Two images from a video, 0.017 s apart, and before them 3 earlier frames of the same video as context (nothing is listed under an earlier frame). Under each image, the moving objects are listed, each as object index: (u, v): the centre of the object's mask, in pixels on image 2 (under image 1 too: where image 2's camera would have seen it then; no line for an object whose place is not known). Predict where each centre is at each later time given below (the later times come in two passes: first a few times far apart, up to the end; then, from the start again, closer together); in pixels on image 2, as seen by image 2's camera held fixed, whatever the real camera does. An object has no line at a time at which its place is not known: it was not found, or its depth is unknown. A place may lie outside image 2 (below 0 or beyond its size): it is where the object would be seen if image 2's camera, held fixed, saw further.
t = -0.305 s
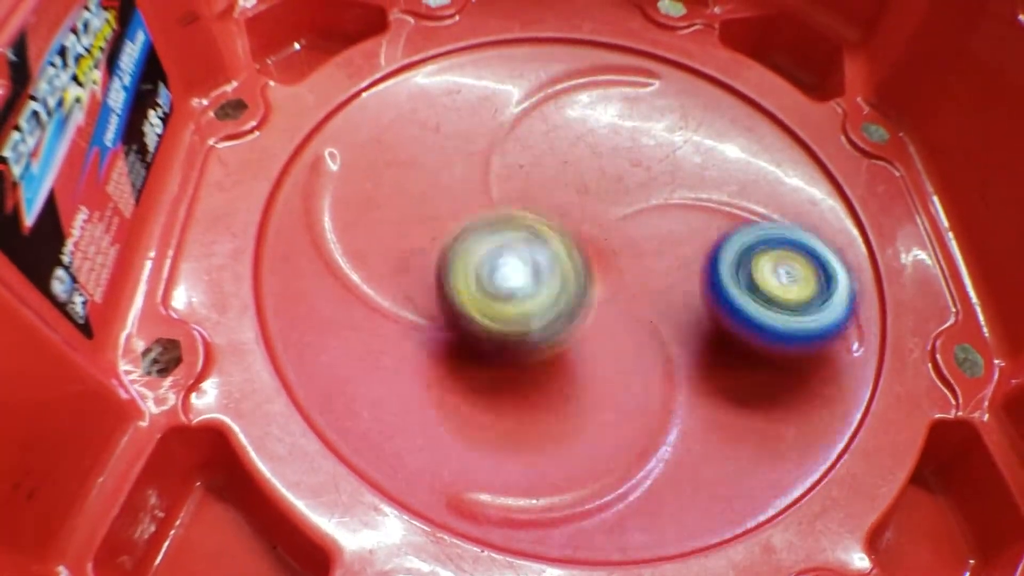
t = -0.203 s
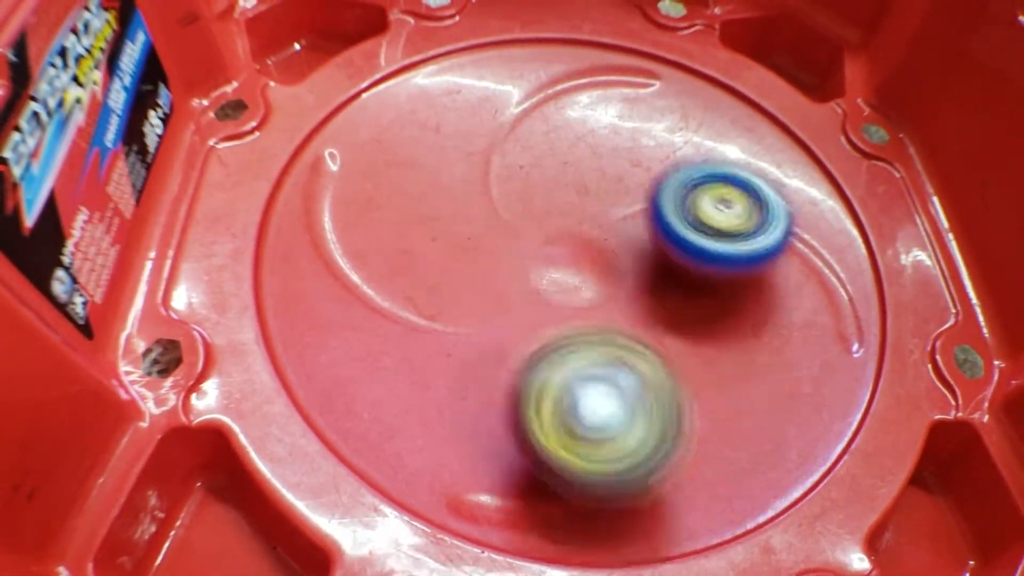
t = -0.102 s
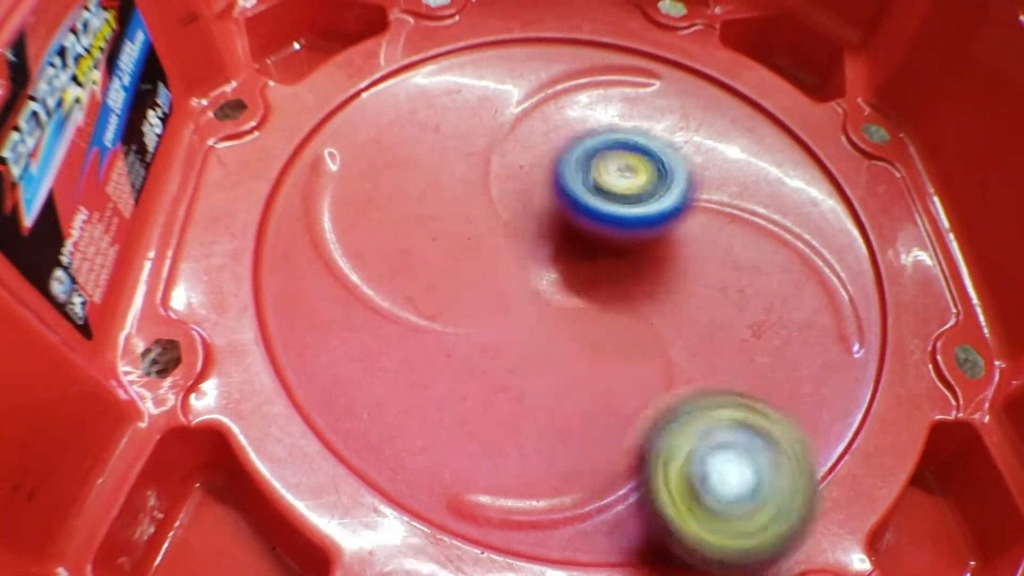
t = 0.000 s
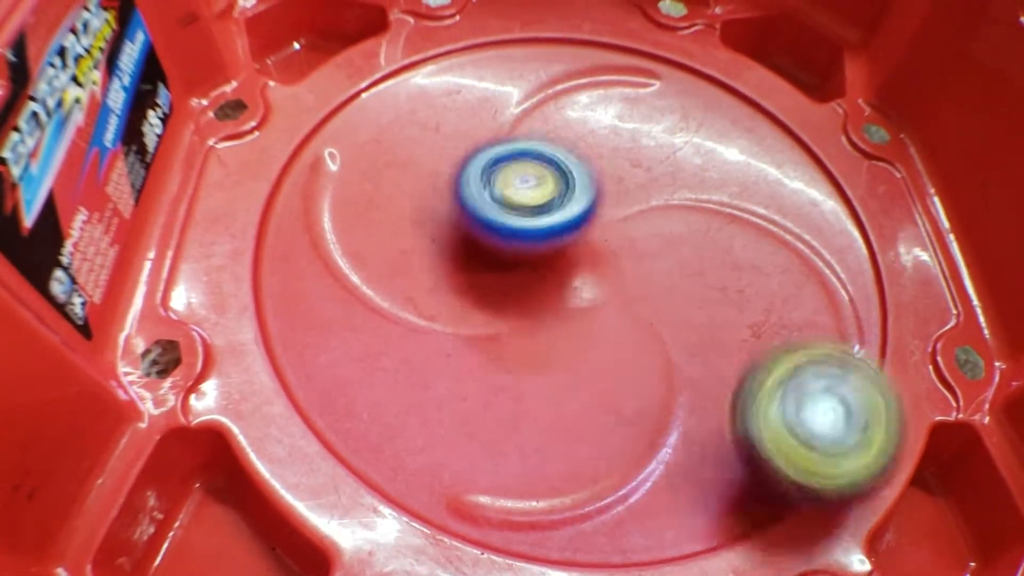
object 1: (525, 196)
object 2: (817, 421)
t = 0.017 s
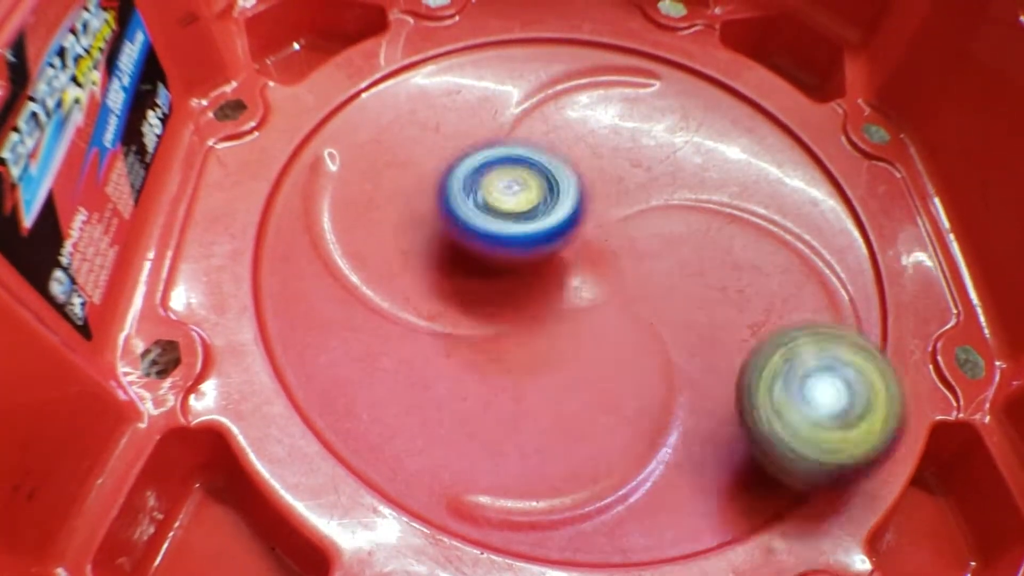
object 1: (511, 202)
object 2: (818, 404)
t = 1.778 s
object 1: (544, 114)
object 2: (817, 453)
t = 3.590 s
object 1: (629, 294)
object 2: (457, 410)
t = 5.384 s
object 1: (652, 345)
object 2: (457, 106)
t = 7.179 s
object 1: (591, 202)
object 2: (724, 394)
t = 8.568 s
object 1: (632, 254)
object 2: (454, 188)
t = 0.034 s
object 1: (497, 209)
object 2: (820, 388)
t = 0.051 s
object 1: (485, 216)
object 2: (823, 361)
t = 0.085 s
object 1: (465, 235)
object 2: (819, 320)
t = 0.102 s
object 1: (458, 246)
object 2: (814, 302)
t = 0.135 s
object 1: (447, 269)
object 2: (810, 259)
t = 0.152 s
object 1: (445, 281)
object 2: (805, 241)
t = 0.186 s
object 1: (441, 306)
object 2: (792, 208)
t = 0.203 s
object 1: (444, 318)
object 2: (783, 192)
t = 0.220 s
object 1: (449, 331)
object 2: (771, 175)
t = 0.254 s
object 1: (467, 356)
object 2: (743, 154)
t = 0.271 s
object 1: (479, 366)
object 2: (727, 142)
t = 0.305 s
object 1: (507, 385)
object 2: (684, 124)
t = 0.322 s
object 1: (523, 392)
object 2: (660, 119)
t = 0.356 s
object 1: (558, 400)
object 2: (613, 111)
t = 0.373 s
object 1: (575, 400)
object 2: (586, 109)
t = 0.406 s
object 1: (605, 392)
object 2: (535, 115)
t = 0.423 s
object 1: (619, 386)
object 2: (509, 118)
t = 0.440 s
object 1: (630, 378)
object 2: (483, 122)
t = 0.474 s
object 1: (651, 357)
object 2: (434, 138)
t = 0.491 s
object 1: (657, 346)
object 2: (412, 151)
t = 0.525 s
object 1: (666, 319)
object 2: (374, 168)
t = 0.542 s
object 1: (668, 304)
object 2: (354, 186)
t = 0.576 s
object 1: (665, 278)
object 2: (326, 217)
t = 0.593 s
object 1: (660, 265)
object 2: (317, 232)
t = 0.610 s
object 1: (653, 251)
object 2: (307, 250)
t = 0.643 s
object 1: (637, 229)
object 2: (298, 296)
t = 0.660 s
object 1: (629, 218)
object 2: (298, 309)
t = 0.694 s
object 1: (609, 200)
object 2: (308, 356)
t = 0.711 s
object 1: (598, 193)
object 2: (322, 368)
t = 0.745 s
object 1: (576, 178)
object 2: (361, 416)
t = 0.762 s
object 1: (563, 173)
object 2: (388, 438)
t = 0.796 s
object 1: (535, 164)
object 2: (447, 468)
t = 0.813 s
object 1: (522, 161)
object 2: (491, 485)
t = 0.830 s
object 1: (507, 158)
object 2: (529, 493)
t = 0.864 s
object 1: (483, 157)
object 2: (624, 499)
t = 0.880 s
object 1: (473, 158)
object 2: (665, 497)
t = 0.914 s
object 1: (452, 164)
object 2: (758, 477)
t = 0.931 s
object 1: (441, 169)
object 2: (794, 453)
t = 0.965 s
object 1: (424, 181)
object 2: (853, 402)
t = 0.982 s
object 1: (417, 188)
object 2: (871, 365)
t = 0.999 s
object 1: (412, 196)
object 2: (881, 335)
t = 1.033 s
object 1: (404, 215)
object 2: (888, 266)
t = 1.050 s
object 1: (405, 225)
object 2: (884, 241)
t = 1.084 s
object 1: (411, 245)
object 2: (866, 178)
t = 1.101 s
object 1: (417, 255)
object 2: (850, 154)
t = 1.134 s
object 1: (434, 273)
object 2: (812, 106)
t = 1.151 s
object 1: (446, 282)
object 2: (786, 86)
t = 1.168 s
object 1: (459, 289)
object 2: (764, 69)
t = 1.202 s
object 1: (484, 300)
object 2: (707, 42)
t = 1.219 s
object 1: (499, 302)
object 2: (684, 32)
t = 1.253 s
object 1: (531, 301)
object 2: (623, 27)
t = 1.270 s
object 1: (548, 299)
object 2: (596, 21)
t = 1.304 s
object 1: (576, 290)
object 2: (532, 23)
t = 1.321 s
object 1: (589, 285)
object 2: (505, 21)
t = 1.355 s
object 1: (609, 270)
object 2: (448, 32)
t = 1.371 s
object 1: (617, 263)
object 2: (428, 40)
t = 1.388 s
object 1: (622, 256)
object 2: (405, 49)
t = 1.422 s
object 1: (633, 247)
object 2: (363, 88)
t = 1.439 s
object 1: (639, 241)
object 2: (339, 108)
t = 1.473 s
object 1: (646, 225)
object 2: (298, 149)
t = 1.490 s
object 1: (648, 215)
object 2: (283, 172)
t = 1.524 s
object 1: (647, 197)
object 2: (278, 237)
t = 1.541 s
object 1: (647, 187)
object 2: (286, 272)
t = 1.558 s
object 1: (646, 177)
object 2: (302, 316)
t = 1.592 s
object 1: (640, 159)
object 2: (344, 376)
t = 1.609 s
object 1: (633, 150)
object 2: (383, 412)
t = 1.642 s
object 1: (620, 135)
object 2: (456, 460)
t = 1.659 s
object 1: (612, 129)
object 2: (501, 476)
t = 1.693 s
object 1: (594, 120)
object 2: (606, 495)
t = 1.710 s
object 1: (584, 116)
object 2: (650, 497)
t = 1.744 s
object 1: (565, 112)
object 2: (743, 486)
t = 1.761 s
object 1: (555, 113)
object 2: (779, 472)
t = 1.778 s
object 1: (544, 114)
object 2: (817, 453)
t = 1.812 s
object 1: (526, 120)
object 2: (862, 410)
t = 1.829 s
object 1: (518, 124)
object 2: (876, 366)
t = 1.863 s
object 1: (505, 136)
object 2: (886, 315)
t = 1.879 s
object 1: (499, 142)
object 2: (886, 284)
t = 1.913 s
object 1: (490, 154)
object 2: (879, 220)
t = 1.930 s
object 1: (490, 164)
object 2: (871, 192)
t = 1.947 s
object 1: (490, 174)
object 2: (860, 169)
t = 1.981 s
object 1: (494, 194)
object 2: (818, 122)
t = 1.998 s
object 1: (500, 203)
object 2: (795, 101)
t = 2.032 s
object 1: (513, 222)
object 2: (737, 71)
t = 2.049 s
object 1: (521, 230)
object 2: (712, 57)
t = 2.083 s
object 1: (541, 244)
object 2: (668, 37)
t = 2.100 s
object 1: (548, 248)
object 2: (640, 33)
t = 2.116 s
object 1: (553, 250)
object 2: (611, 28)
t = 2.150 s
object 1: (558, 249)
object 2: (560, 24)
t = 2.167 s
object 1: (558, 248)
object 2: (534, 27)
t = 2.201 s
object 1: (557, 244)
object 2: (472, 35)
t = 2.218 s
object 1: (557, 243)
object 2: (447, 39)
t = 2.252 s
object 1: (557, 239)
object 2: (399, 61)
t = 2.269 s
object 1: (558, 236)
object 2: (378, 76)
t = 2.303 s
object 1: (563, 234)
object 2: (342, 109)
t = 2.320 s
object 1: (565, 234)
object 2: (332, 123)
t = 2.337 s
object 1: (569, 235)
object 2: (319, 150)
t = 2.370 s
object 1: (573, 241)
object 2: (311, 199)
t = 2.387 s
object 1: (572, 246)
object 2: (313, 226)
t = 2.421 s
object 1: (562, 255)
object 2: (333, 288)
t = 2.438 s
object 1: (556, 260)
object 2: (343, 313)
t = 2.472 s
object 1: (549, 269)
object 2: (384, 366)
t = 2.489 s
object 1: (550, 276)
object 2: (418, 395)
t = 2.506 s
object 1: (555, 283)
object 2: (452, 411)
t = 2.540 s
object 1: (568, 296)
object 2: (535, 452)
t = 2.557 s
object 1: (576, 303)
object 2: (573, 469)
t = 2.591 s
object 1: (596, 316)
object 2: (651, 475)
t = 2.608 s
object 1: (608, 322)
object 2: (699, 478)
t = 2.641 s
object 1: (631, 330)
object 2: (765, 463)
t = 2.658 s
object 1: (644, 332)
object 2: (788, 447)
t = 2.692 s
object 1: (666, 333)
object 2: (844, 412)
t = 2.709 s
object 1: (678, 332)
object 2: (860, 394)
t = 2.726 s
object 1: (688, 331)
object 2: (875, 367)
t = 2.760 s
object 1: (700, 320)
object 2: (888, 313)
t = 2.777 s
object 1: (705, 313)
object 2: (881, 288)
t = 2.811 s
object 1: (715, 300)
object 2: (869, 224)
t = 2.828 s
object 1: (718, 292)
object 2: (860, 200)
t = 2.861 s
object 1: (719, 277)
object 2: (833, 153)
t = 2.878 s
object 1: (717, 268)
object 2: (815, 132)
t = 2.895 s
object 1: (713, 261)
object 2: (796, 113)
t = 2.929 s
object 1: (701, 245)
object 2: (758, 84)
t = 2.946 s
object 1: (694, 238)
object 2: (738, 77)
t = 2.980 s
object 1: (677, 226)
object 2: (697, 59)
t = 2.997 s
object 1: (668, 221)
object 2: (676, 50)
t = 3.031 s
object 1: (648, 213)
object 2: (636, 46)
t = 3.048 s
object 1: (638, 210)
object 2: (617, 45)
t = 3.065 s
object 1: (628, 209)
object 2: (599, 42)
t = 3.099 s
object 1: (610, 209)
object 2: (564, 43)
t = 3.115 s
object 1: (605, 211)
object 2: (545, 46)
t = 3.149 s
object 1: (604, 222)
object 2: (504, 54)
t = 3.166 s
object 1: (603, 230)
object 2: (488, 62)
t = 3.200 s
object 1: (597, 243)
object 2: (456, 80)
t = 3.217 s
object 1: (590, 250)
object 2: (440, 88)
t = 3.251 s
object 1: (568, 259)
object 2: (415, 112)
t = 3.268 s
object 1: (556, 262)
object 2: (402, 129)
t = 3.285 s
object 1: (546, 262)
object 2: (393, 139)
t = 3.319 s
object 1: (535, 268)
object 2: (374, 171)
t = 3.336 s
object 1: (532, 272)
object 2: (367, 186)
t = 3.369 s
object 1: (530, 282)
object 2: (362, 219)
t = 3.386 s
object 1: (530, 287)
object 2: (363, 235)
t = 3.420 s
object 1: (535, 295)
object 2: (368, 271)
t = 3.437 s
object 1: (544, 301)
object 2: (371, 288)
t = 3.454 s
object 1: (556, 304)
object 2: (373, 303)
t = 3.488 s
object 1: (576, 309)
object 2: (381, 334)
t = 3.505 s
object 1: (586, 309)
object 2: (389, 347)
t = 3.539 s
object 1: (605, 306)
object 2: (410, 376)
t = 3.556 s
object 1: (614, 303)
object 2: (423, 391)
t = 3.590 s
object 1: (629, 294)
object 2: (457, 410)
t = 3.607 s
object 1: (635, 288)
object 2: (481, 419)
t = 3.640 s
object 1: (642, 277)
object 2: (527, 430)
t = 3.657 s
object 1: (646, 270)
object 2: (548, 432)
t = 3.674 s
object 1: (647, 262)
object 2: (575, 430)
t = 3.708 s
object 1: (648, 249)
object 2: (620, 419)
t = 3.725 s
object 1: (647, 242)
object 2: (641, 410)
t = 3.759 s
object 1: (641, 229)
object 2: (675, 389)
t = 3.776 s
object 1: (638, 222)
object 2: (689, 378)
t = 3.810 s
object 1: (628, 210)
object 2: (707, 349)
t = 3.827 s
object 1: (622, 204)
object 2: (715, 333)
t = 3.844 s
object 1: (616, 200)
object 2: (718, 318)
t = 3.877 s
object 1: (603, 193)
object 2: (721, 286)
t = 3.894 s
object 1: (595, 189)
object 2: (723, 268)
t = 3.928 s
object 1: (576, 178)
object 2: (727, 245)
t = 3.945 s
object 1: (566, 171)
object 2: (731, 237)
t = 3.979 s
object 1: (548, 165)
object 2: (734, 220)
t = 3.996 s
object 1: (538, 164)
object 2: (730, 212)
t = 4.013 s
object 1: (530, 162)
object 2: (731, 199)
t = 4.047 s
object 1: (513, 162)
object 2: (725, 177)
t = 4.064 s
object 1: (503, 162)
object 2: (718, 171)
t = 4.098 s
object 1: (489, 165)
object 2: (704, 153)
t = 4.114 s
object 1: (483, 168)
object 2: (696, 144)
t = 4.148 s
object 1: (472, 176)
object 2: (673, 133)
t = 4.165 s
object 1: (467, 181)
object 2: (665, 127)
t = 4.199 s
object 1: (460, 192)
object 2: (638, 120)
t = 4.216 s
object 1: (460, 199)
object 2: (624, 120)
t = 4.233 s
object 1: (461, 204)
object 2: (610, 116)
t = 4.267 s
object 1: (465, 218)
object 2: (578, 121)
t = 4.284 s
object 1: (467, 225)
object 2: (564, 127)
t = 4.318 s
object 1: (475, 239)
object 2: (541, 135)
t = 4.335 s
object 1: (478, 246)
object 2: (530, 137)
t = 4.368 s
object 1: (481, 266)
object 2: (519, 142)
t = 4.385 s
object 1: (482, 276)
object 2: (514, 144)
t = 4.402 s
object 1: (488, 285)
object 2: (514, 147)
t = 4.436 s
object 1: (498, 302)
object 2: (509, 151)
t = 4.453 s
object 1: (504, 309)
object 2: (508, 159)
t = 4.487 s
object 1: (521, 324)
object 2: (506, 169)
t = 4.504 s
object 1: (530, 330)
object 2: (505, 175)
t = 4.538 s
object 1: (550, 342)
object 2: (511, 187)
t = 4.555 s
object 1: (561, 346)
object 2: (516, 194)
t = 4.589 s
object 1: (582, 352)
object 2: (529, 207)
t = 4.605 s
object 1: (593, 355)
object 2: (536, 211)
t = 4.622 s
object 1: (603, 355)
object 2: (543, 220)
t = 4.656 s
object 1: (624, 355)
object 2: (558, 222)
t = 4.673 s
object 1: (634, 356)
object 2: (564, 222)
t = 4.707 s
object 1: (654, 356)
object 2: (576, 213)
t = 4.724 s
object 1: (662, 355)
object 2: (580, 212)
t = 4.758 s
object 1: (681, 351)
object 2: (596, 205)
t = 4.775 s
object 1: (690, 348)
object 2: (603, 201)
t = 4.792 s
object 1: (696, 346)
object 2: (613, 195)
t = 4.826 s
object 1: (701, 332)
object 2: (622, 187)
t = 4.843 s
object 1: (703, 323)
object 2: (628, 182)
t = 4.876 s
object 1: (705, 308)
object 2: (627, 176)
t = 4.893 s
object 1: (705, 302)
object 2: (626, 175)
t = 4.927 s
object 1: (702, 286)
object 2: (623, 164)
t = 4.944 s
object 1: (698, 279)
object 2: (619, 164)
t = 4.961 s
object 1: (694, 271)
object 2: (615, 160)
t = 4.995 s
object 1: (687, 269)
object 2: (604, 146)
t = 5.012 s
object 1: (688, 276)
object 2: (597, 132)
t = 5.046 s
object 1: (690, 286)
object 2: (579, 104)
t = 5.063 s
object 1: (690, 290)
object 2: (570, 95)
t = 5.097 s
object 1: (689, 300)
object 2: (554, 76)
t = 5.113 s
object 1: (688, 303)
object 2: (545, 70)
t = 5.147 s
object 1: (685, 311)
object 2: (532, 59)
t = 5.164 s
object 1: (681, 312)
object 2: (525, 59)
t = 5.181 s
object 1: (678, 314)
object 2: (519, 58)
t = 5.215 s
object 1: (675, 319)
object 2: (508, 58)
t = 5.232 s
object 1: (674, 324)
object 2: (500, 58)
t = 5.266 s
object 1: (671, 332)
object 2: (488, 61)
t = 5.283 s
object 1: (669, 335)
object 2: (480, 65)
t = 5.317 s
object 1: (663, 341)
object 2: (469, 75)
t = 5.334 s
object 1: (663, 343)
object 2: (464, 80)
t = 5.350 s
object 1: (659, 344)
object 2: (462, 86)
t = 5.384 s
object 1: (652, 345)
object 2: (457, 106)
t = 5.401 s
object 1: (649, 344)
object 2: (459, 115)
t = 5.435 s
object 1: (640, 341)
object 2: (465, 140)
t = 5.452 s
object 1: (637, 339)
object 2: (469, 152)
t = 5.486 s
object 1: (627, 334)
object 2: (483, 172)
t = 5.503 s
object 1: (622, 332)
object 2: (494, 187)
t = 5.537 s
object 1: (611, 329)
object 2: (515, 212)
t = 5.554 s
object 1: (611, 335)
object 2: (521, 210)
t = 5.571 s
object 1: (615, 344)
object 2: (522, 208)
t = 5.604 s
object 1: (621, 354)
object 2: (527, 205)
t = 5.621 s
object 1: (624, 359)
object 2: (529, 202)
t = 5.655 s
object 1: (631, 366)
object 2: (538, 202)
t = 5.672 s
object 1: (633, 368)
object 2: (544, 200)
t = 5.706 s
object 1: (640, 369)
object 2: (555, 197)
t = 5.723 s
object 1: (641, 369)
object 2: (560, 195)
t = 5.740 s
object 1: (645, 366)
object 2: (566, 190)
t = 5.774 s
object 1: (647, 359)
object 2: (578, 189)
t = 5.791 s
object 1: (648, 355)
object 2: (581, 186)
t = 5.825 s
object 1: (645, 345)
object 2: (591, 182)
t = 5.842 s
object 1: (643, 340)
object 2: (596, 181)
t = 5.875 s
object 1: (636, 328)
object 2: (605, 177)
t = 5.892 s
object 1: (631, 322)
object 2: (606, 177)
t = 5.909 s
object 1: (627, 316)
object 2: (608, 174)
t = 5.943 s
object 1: (618, 306)
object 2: (612, 172)
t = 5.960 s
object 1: (614, 301)
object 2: (611, 171)
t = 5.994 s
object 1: (602, 291)
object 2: (614, 167)
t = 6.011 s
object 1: (597, 288)
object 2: (613, 168)
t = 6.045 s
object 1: (575, 286)
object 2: (622, 157)
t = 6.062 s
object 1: (567, 288)
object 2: (627, 152)
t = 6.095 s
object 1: (551, 290)
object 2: (632, 140)
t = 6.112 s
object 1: (544, 292)
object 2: (635, 134)
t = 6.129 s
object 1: (536, 292)
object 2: (634, 132)
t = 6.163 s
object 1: (524, 293)
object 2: (633, 126)
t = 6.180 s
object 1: (516, 292)
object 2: (635, 123)
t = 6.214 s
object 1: (504, 292)
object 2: (632, 121)
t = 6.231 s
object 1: (498, 290)
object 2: (629, 120)
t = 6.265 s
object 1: (485, 291)
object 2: (627, 120)
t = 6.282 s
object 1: (478, 289)
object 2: (625, 120)
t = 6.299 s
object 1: (474, 289)
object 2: (624, 121)
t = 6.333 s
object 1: (460, 288)
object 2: (619, 127)
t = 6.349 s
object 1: (456, 287)
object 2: (614, 132)
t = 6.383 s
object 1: (445, 286)
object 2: (611, 143)
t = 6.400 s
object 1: (440, 286)
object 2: (608, 149)
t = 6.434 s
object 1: (430, 283)
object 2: (605, 159)
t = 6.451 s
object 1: (426, 283)
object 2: (605, 167)
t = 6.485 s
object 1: (418, 280)
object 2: (602, 182)
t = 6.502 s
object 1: (415, 280)
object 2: (602, 188)
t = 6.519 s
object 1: (409, 280)
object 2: (605, 196)
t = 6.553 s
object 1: (407, 279)
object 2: (605, 212)
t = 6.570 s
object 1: (404, 278)
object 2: (608, 218)
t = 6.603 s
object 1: (406, 278)
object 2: (616, 237)
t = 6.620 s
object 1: (405, 278)
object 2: (620, 244)
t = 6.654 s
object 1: (410, 279)
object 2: (630, 259)
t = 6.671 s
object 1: (412, 279)
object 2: (630, 271)
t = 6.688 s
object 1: (419, 279)
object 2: (632, 276)
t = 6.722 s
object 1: (428, 283)
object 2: (640, 287)
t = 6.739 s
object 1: (436, 283)
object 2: (643, 298)
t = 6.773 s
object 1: (450, 285)
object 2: (649, 305)
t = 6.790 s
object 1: (459, 284)
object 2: (652, 307)
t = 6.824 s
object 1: (473, 286)
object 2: (657, 317)
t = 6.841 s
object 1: (481, 286)
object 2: (661, 320)
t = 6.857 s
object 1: (491, 287)
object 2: (663, 322)
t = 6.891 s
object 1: (503, 278)
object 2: (678, 339)
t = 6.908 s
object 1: (506, 269)
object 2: (689, 350)
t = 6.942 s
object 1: (515, 256)
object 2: (710, 370)
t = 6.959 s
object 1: (521, 250)
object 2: (722, 375)
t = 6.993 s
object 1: (530, 245)
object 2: (733, 391)
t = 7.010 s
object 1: (534, 241)
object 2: (735, 391)
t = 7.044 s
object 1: (547, 235)
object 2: (742, 391)
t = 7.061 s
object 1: (549, 229)
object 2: (744, 393)
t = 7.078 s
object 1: (554, 223)
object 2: (742, 397)
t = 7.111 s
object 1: (566, 214)
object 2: (736, 395)
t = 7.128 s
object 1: (572, 208)
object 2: (736, 390)
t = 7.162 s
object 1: (587, 203)
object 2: (732, 392)
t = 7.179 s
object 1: (591, 202)
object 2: (724, 394)
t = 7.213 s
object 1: (603, 198)
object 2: (710, 390)
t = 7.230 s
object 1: (607, 196)
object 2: (705, 384)
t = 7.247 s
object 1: (610, 194)
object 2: (703, 382)
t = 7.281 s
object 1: (621, 193)
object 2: (679, 376)
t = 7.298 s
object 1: (626, 192)
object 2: (665, 372)
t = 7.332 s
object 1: (635, 189)
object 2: (648, 353)
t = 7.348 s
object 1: (639, 190)
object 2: (644, 344)
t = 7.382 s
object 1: (648, 190)
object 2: (619, 329)
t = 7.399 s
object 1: (653, 188)
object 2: (608, 320)
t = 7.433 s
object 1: (660, 192)
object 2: (593, 297)
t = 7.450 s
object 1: (672, 190)
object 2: (584, 291)
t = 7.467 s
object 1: (687, 186)
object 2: (567, 293)
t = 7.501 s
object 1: (705, 182)
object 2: (531, 283)
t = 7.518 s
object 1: (713, 181)
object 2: (518, 277)
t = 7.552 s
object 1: (725, 182)
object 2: (495, 269)
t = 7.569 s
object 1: (728, 183)
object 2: (490, 263)
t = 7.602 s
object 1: (732, 182)
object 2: (477, 253)
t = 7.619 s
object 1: (736, 184)
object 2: (473, 247)
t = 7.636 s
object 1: (738, 185)
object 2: (471, 241)
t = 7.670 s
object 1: (741, 186)
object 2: (477, 232)
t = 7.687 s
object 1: (747, 187)
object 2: (483, 227)
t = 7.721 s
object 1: (751, 191)
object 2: (497, 227)
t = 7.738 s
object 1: (755, 192)
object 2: (499, 229)
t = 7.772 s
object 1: (759, 198)
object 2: (509, 221)
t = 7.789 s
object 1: (759, 201)
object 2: (515, 223)
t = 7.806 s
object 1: (757, 204)
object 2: (521, 224)
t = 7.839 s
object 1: (754, 210)
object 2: (545, 226)
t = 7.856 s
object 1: (751, 212)
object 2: (554, 230)
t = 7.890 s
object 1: (744, 217)
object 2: (560, 239)
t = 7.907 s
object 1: (740, 218)
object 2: (568, 236)
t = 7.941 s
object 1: (730, 225)
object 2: (578, 230)
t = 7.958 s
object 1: (726, 225)
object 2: (586, 225)
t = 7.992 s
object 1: (734, 236)
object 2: (575, 221)
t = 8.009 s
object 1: (732, 239)
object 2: (567, 220)
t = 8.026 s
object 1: (727, 243)
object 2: (559, 218)
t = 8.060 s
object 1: (717, 245)
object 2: (545, 214)
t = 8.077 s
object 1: (712, 246)
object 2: (539, 211)
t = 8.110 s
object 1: (700, 249)
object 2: (529, 210)
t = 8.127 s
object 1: (694, 246)
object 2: (522, 210)
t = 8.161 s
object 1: (680, 251)
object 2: (514, 209)
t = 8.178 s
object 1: (671, 251)
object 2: (510, 210)
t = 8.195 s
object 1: (663, 249)
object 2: (508, 210)
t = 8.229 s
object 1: (651, 248)
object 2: (502, 210)
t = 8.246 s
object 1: (644, 248)
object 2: (499, 210)
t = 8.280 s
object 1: (634, 244)
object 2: (490, 208)
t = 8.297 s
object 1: (630, 243)
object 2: (484, 208)
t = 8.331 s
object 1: (623, 241)
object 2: (476, 208)
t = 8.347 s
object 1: (619, 241)
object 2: (474, 208)
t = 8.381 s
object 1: (612, 238)
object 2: (471, 208)
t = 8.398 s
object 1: (613, 239)
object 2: (468, 206)
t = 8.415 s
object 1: (612, 240)
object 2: (465, 205)
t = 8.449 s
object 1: (606, 237)
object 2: (465, 202)
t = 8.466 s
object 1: (605, 235)
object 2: (466, 201)
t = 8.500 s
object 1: (618, 240)
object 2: (457, 195)
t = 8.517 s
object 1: (623, 245)
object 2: (454, 192)
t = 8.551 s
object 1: (629, 254)
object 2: (453, 190)
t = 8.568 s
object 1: (632, 254)
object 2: (454, 188)
